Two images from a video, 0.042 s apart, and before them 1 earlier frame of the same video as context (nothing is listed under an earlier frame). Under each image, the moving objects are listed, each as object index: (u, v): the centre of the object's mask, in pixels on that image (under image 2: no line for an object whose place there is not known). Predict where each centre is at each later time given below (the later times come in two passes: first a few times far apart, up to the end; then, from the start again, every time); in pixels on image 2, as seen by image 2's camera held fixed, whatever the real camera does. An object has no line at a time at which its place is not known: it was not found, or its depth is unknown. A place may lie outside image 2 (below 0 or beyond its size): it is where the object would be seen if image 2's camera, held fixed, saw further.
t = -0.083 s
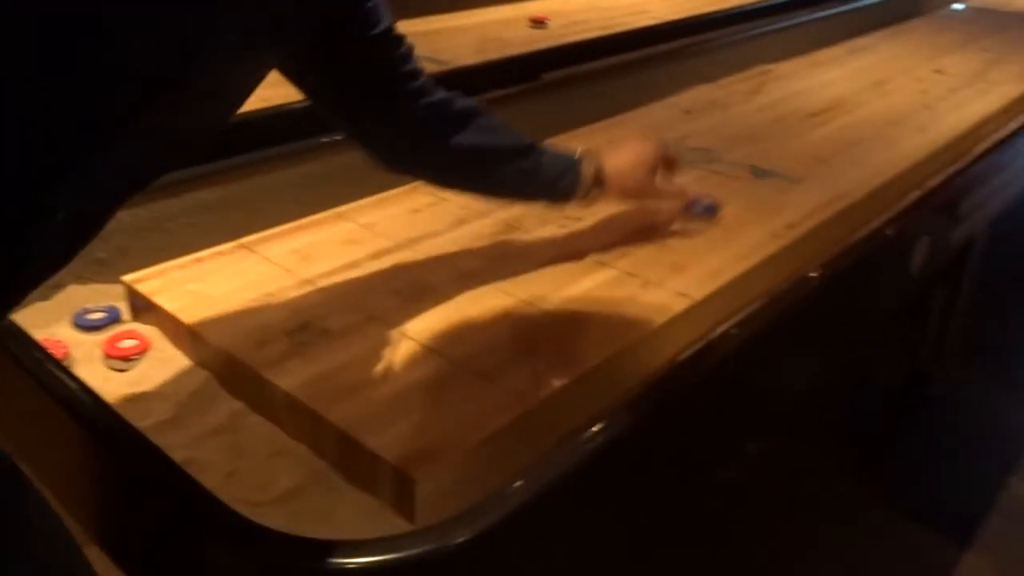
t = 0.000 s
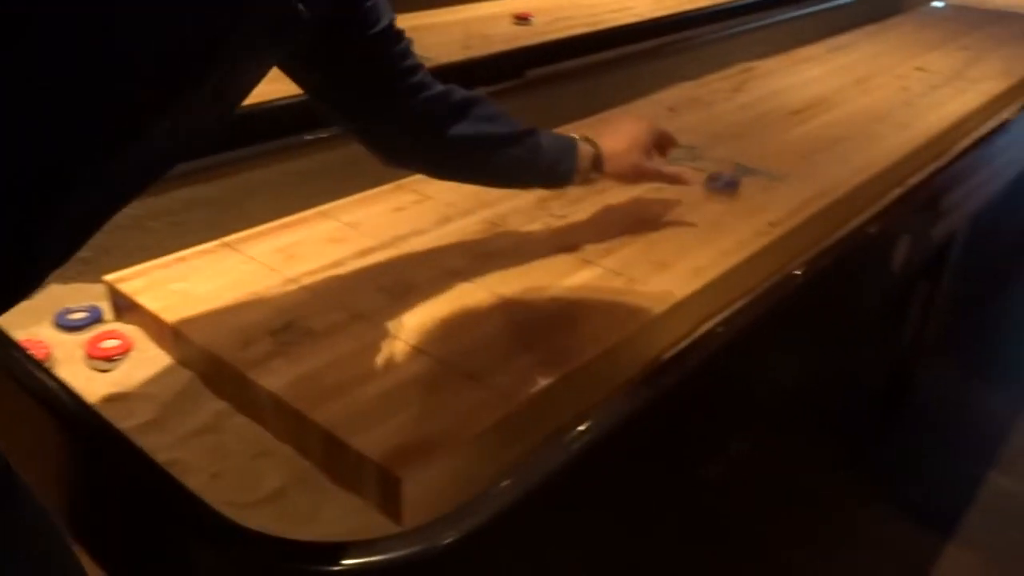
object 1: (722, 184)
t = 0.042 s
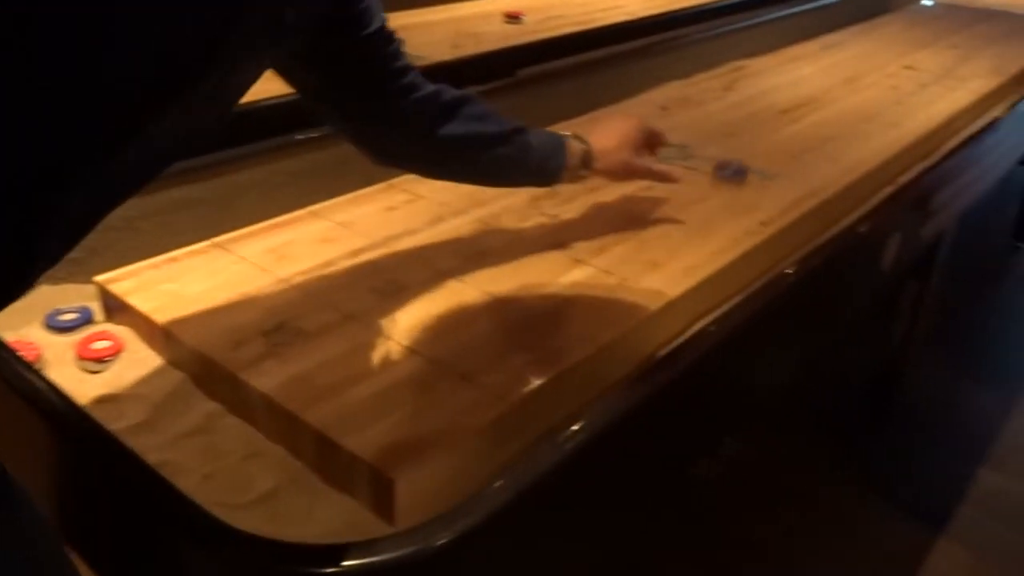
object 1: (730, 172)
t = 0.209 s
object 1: (785, 137)
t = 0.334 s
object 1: (819, 114)
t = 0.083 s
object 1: (744, 163)
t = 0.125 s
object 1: (759, 153)
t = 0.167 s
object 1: (772, 145)
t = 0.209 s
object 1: (785, 137)
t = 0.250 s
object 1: (797, 129)
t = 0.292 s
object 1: (809, 121)
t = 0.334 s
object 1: (819, 114)
